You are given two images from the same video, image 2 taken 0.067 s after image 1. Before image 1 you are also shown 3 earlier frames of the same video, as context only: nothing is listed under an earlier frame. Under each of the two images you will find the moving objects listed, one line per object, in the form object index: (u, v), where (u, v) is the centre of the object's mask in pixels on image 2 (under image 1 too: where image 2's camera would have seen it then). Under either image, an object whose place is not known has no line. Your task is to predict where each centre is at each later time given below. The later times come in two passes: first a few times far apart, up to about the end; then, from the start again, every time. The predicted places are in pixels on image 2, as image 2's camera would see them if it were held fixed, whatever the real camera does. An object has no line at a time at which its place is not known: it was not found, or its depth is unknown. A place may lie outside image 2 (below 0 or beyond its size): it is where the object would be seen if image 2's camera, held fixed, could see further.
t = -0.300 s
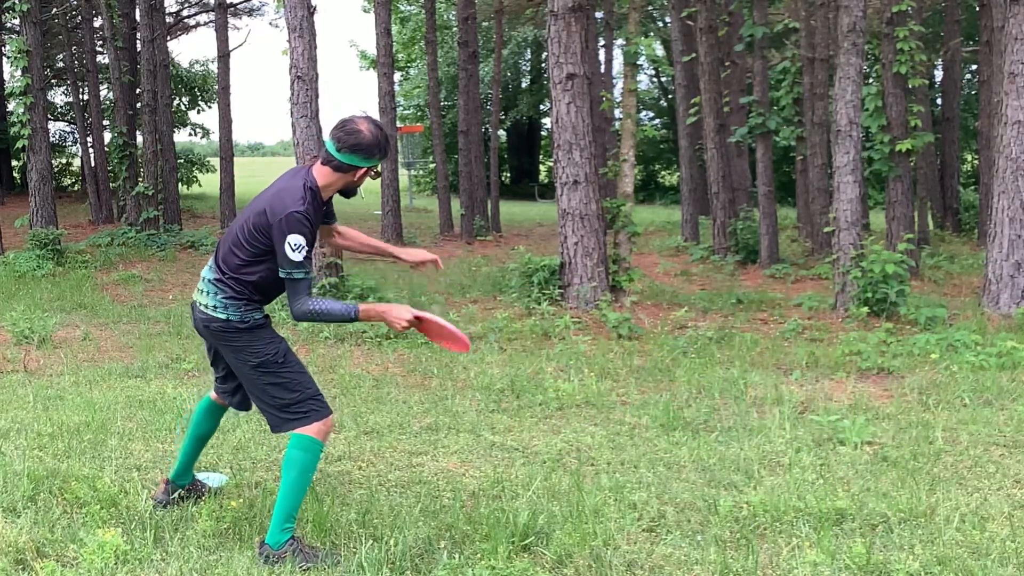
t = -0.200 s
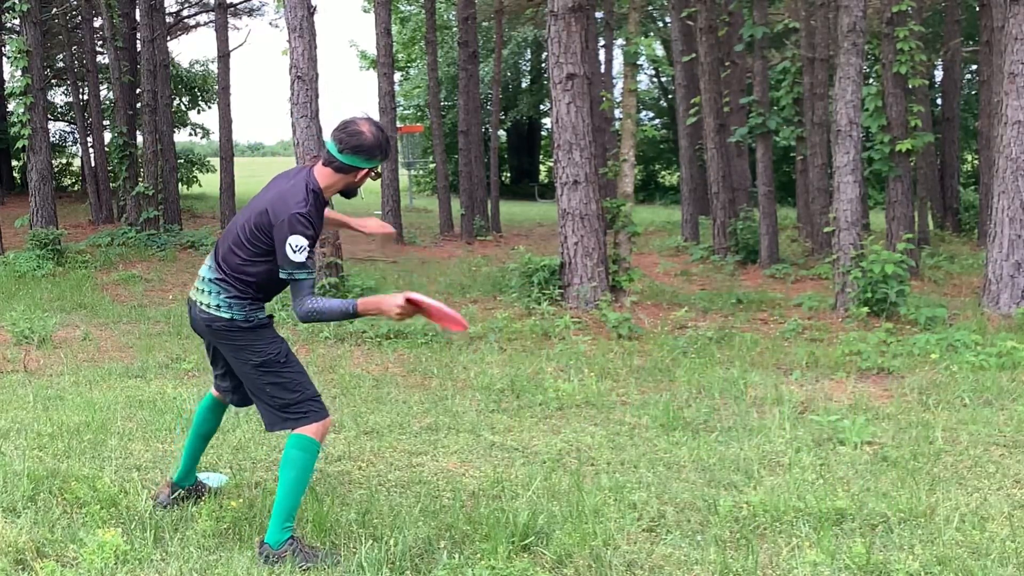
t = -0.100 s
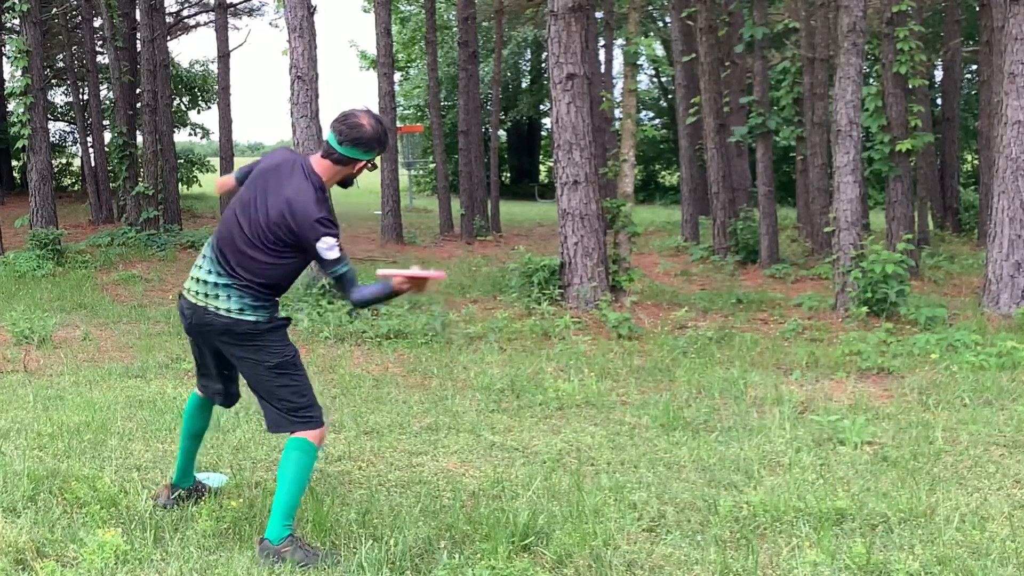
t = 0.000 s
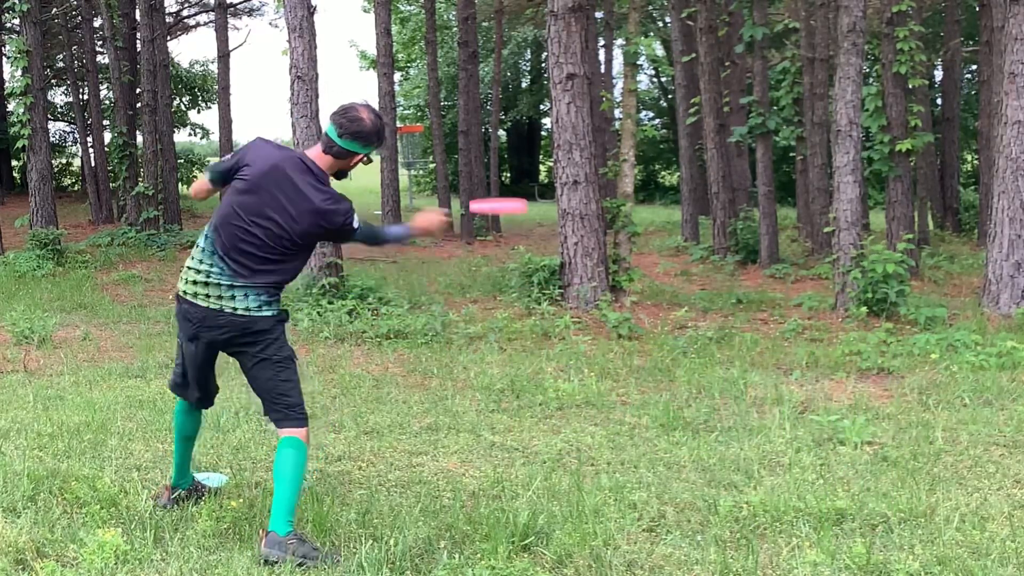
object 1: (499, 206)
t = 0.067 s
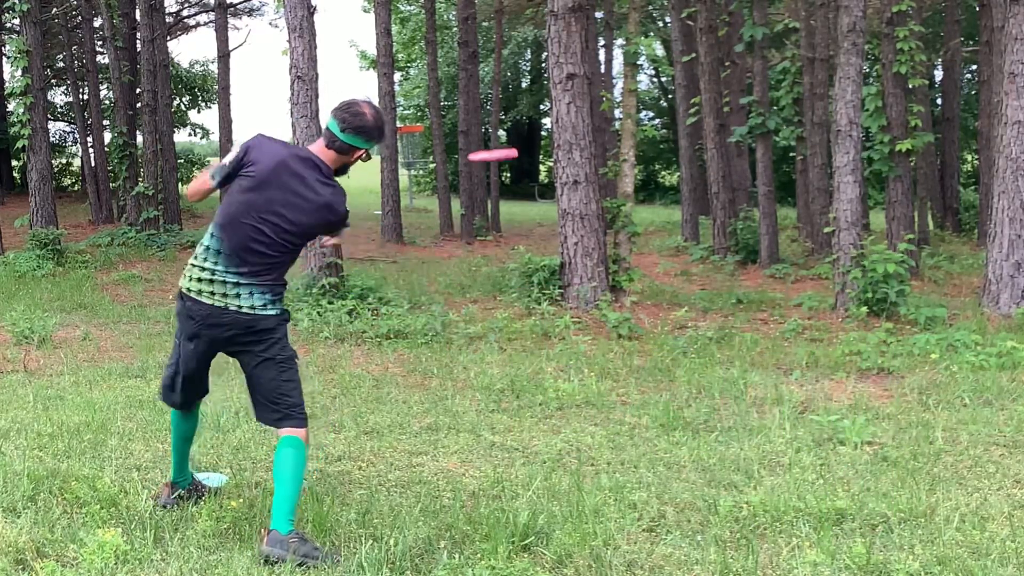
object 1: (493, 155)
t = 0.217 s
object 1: (488, 111)
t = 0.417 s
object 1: (482, 96)
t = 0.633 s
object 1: (479, 95)
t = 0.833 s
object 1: (470, 98)
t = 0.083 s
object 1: (492, 146)
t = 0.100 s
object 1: (491, 139)
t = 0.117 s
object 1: (490, 133)
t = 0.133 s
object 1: (490, 127)
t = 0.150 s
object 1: (489, 123)
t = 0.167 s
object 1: (489, 119)
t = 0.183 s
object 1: (489, 116)
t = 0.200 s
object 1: (488, 113)
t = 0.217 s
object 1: (488, 111)
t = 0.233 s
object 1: (487, 108)
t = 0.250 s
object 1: (487, 107)
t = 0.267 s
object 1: (486, 105)
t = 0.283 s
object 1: (486, 103)
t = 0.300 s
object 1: (485, 101)
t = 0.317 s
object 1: (485, 100)
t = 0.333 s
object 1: (484, 99)
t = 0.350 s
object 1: (484, 98)
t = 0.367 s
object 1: (483, 98)
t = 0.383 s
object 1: (483, 97)
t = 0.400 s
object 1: (482, 96)
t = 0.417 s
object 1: (482, 96)
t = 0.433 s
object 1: (482, 96)
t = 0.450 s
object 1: (482, 96)
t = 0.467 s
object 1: (481, 95)
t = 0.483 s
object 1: (481, 95)
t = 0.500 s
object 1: (481, 95)
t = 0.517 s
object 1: (480, 95)
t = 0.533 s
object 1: (480, 94)
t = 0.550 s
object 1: (480, 95)
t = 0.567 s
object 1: (480, 95)
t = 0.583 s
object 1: (480, 95)
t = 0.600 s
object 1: (480, 95)
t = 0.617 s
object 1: (479, 95)
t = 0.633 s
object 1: (479, 95)
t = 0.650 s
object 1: (479, 95)
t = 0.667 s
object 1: (479, 95)
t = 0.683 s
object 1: (479, 95)
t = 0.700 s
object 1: (477, 95)
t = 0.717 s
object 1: (477, 95)
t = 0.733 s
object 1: (477, 95)
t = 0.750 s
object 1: (476, 96)
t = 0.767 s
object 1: (475, 96)
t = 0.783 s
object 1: (475, 96)
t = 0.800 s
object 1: (475, 96)
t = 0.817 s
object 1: (474, 97)
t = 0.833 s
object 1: (470, 98)
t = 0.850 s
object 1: (475, 99)
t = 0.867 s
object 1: (484, 98)
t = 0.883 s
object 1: (493, 100)
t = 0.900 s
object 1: (505, 102)
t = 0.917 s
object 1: (512, 103)
